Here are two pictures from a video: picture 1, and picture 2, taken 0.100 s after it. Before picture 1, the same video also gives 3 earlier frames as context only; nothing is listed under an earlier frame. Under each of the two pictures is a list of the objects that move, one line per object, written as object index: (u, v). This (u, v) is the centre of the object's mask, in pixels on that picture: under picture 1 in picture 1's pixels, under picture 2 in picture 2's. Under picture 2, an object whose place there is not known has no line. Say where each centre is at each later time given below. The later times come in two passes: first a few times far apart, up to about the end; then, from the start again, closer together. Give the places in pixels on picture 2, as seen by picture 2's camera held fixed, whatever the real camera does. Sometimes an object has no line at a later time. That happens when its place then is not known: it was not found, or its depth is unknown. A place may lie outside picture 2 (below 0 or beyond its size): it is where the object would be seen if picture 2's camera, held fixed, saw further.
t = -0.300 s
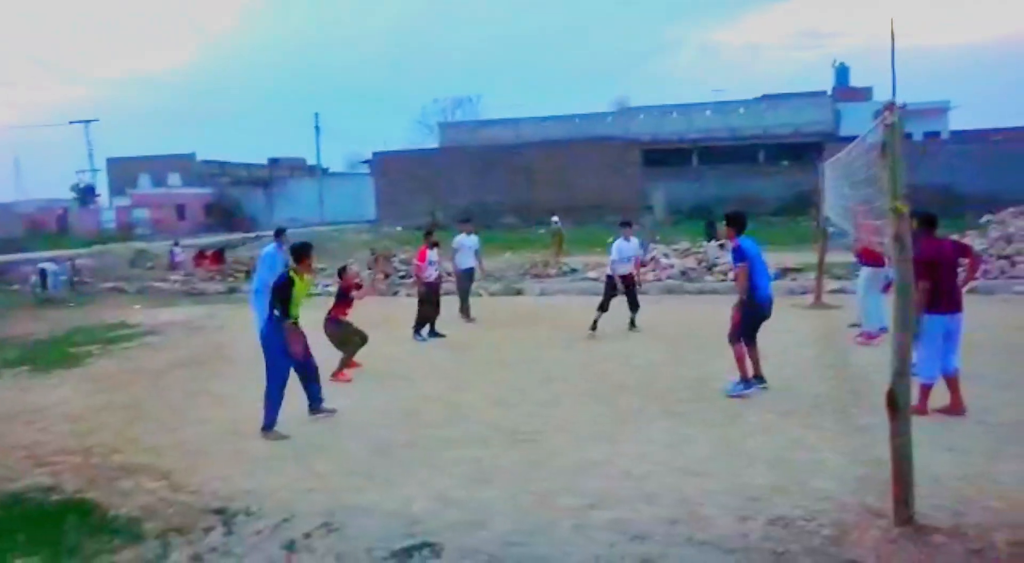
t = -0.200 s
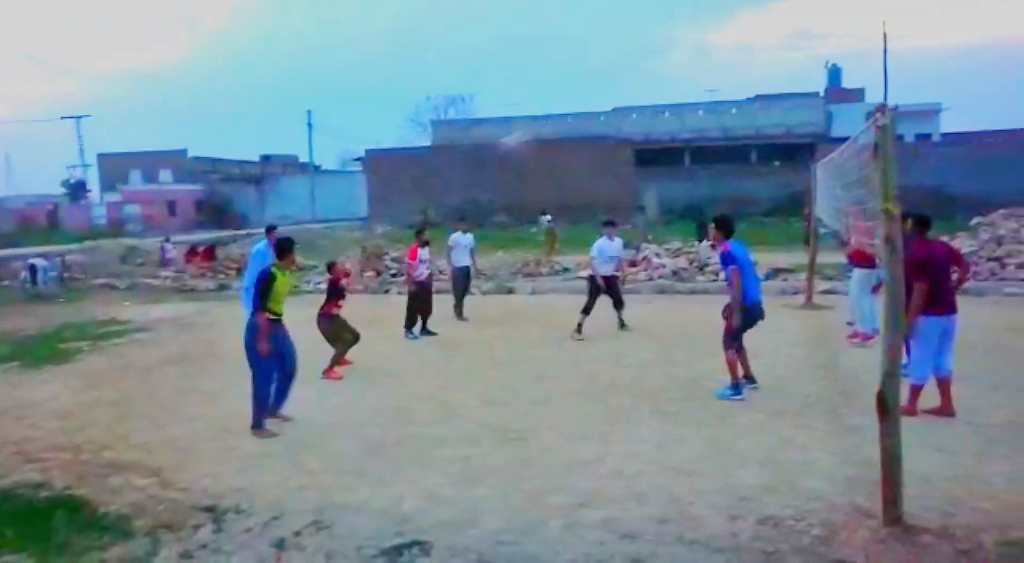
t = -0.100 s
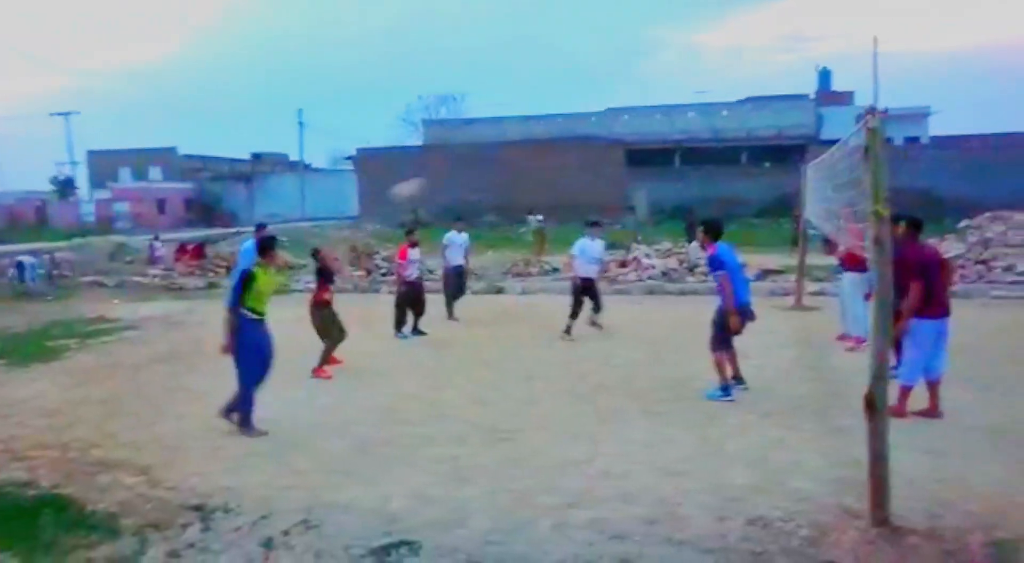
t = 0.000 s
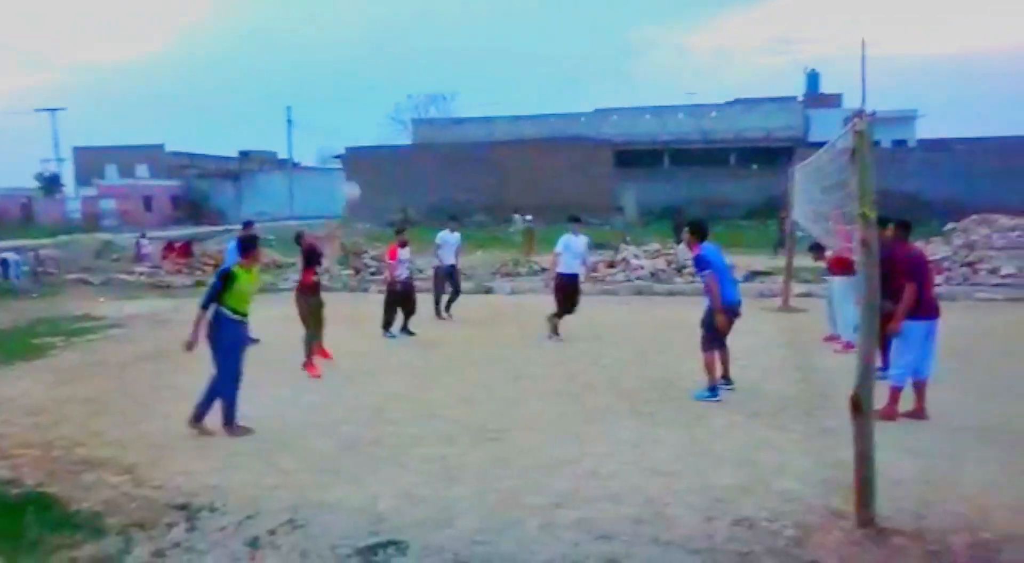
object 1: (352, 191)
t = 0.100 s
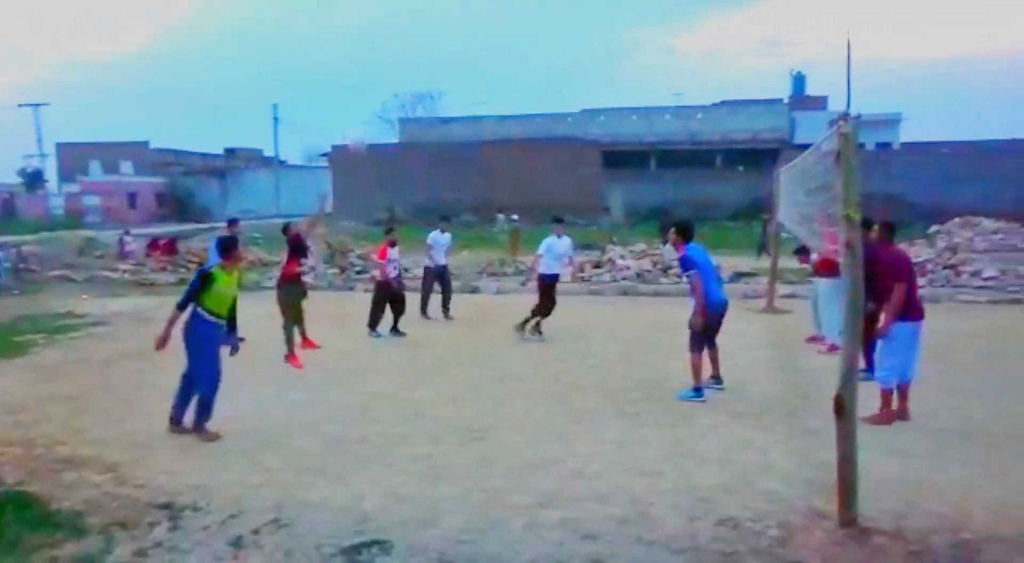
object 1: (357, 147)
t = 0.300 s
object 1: (401, 70)
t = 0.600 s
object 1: (472, 22)
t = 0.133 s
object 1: (364, 132)
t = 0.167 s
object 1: (371, 119)
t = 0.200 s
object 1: (379, 105)
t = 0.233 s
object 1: (387, 93)
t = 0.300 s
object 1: (401, 70)
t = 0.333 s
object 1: (408, 60)
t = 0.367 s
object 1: (416, 52)
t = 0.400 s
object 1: (424, 45)
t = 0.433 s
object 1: (432, 39)
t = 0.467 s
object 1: (440, 33)
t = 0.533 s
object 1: (456, 25)
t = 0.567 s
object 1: (463, 23)
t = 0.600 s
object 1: (472, 22)
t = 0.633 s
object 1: (480, 22)
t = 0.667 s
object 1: (488, 23)
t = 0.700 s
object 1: (497, 26)
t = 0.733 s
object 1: (505, 29)
